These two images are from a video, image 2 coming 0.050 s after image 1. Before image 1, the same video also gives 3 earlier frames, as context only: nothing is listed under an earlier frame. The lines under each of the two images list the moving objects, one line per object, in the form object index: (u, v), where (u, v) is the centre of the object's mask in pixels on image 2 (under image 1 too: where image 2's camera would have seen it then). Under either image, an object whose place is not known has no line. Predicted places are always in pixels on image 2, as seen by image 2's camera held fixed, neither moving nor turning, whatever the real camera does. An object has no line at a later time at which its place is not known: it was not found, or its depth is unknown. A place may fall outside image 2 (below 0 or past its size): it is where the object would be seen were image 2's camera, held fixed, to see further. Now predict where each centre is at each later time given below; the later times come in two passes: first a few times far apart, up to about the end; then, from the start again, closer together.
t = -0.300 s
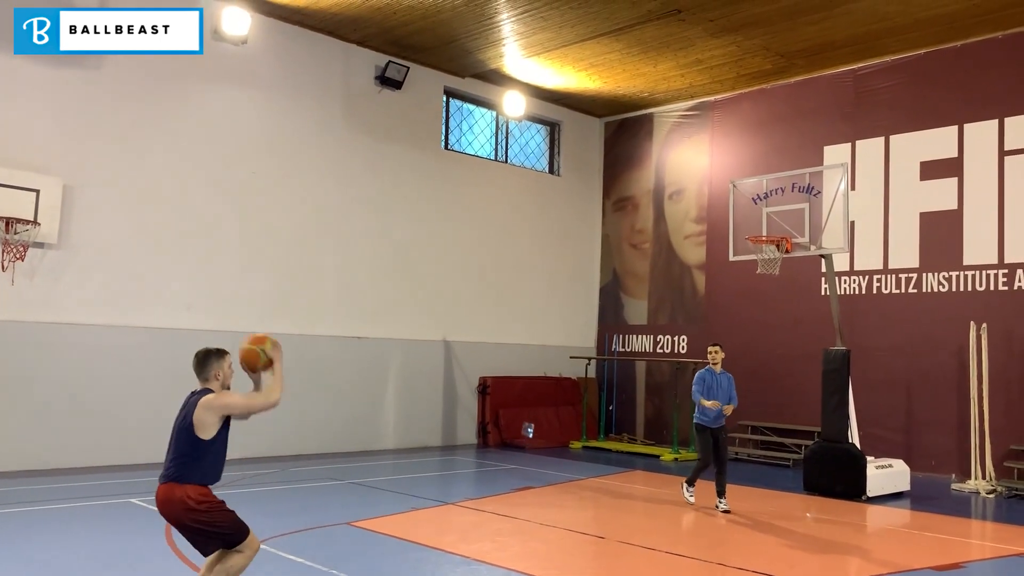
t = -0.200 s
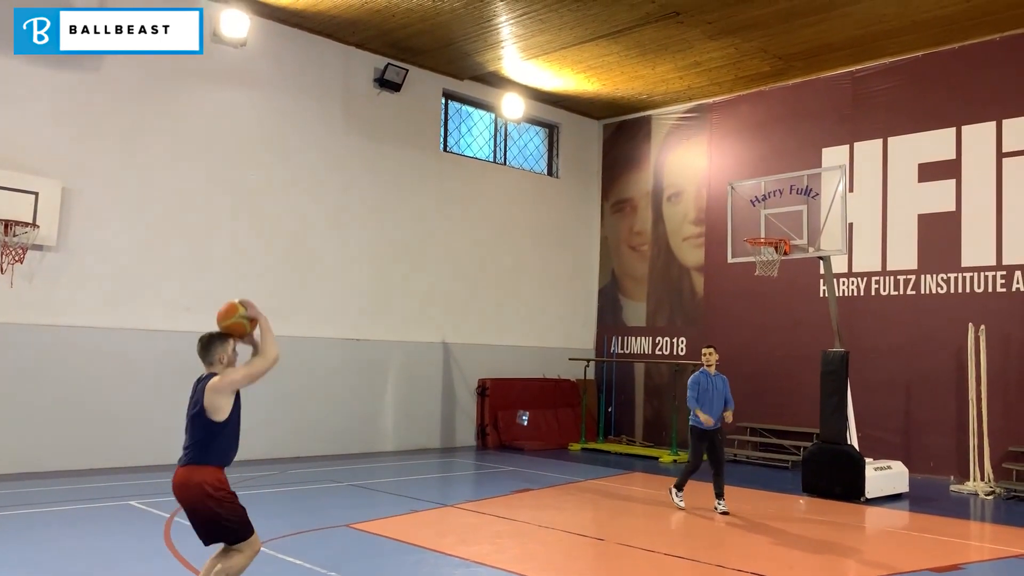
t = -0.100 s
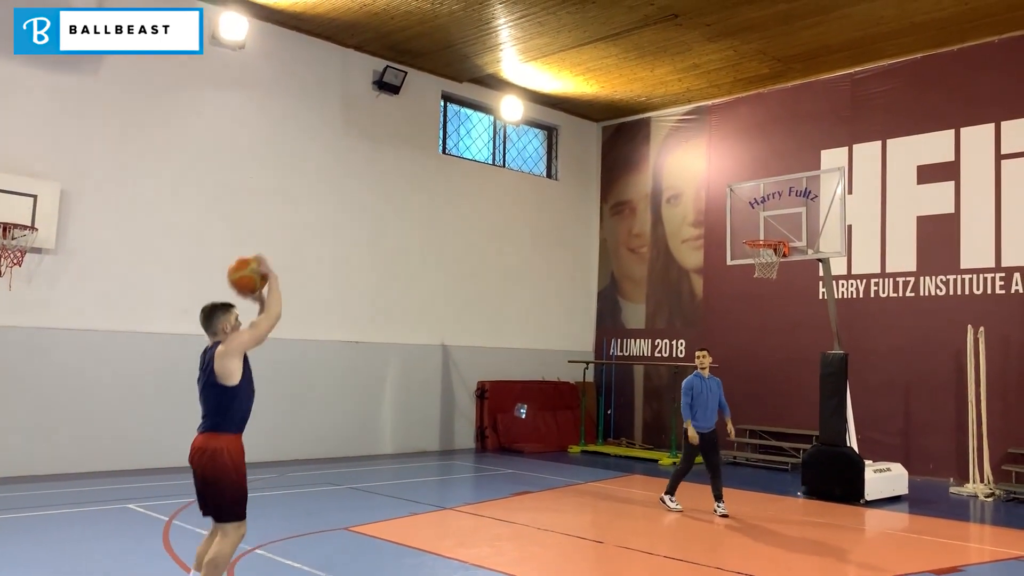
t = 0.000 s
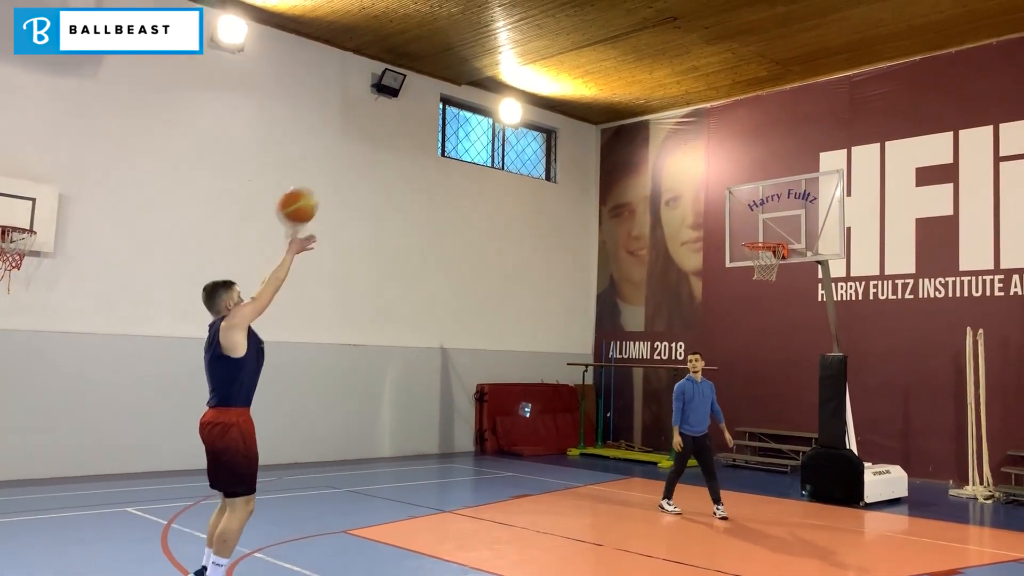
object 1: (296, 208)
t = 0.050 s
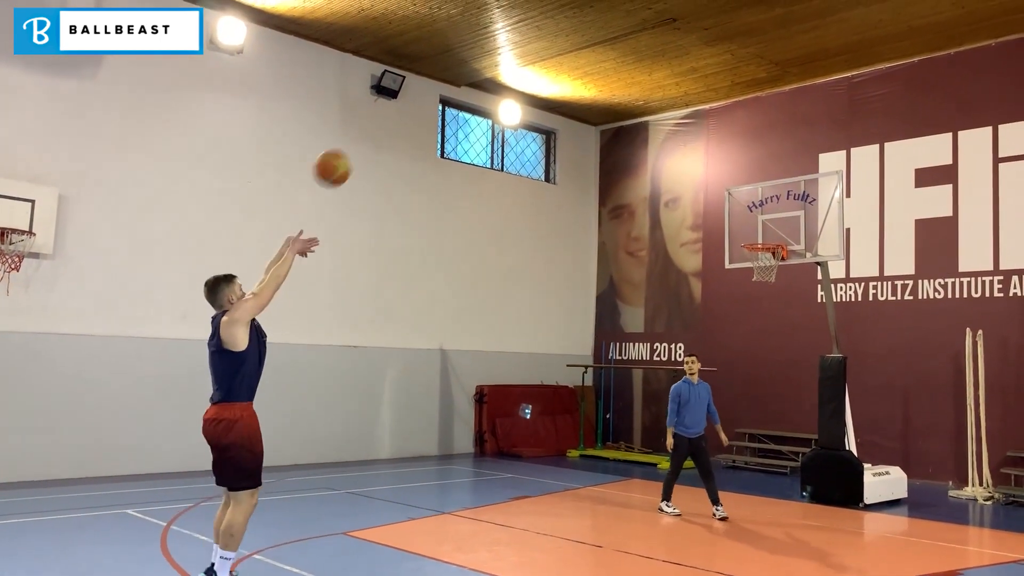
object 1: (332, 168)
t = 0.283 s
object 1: (468, 57)
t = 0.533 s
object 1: (578, 28)
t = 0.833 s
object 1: (673, 78)
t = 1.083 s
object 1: (736, 170)
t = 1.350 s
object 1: (771, 275)
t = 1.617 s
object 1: (758, 349)
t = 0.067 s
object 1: (343, 157)
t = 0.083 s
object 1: (356, 145)
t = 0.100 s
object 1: (366, 134)
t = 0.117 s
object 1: (376, 125)
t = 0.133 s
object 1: (387, 115)
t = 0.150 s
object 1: (396, 107)
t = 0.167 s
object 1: (406, 99)
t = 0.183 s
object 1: (416, 91)
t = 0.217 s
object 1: (435, 77)
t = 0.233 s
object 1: (444, 71)
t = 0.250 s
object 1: (452, 66)
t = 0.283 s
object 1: (468, 57)
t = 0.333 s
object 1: (494, 43)
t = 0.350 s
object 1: (502, 40)
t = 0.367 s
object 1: (509, 37)
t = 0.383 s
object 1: (517, 34)
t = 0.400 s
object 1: (524, 32)
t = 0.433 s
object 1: (539, 29)
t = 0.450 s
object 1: (545, 28)
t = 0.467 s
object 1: (552, 27)
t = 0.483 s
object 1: (559, 27)
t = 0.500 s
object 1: (566, 27)
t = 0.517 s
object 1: (571, 27)
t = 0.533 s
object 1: (578, 28)
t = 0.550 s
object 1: (584, 28)
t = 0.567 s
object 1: (590, 29)
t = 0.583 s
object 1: (596, 30)
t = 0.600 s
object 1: (602, 32)
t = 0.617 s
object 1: (607, 34)
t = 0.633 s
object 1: (613, 36)
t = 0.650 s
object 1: (618, 39)
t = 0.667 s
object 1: (624, 40)
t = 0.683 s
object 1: (630, 42)
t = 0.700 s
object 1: (635, 46)
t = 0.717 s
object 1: (640, 48)
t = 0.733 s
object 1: (645, 53)
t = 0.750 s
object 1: (650, 57)
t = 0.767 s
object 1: (655, 60)
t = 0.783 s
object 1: (660, 64)
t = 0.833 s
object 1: (673, 78)
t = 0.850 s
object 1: (678, 83)
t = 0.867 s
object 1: (682, 88)
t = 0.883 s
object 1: (687, 93)
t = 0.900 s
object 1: (691, 99)
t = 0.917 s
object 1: (695, 103)
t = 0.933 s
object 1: (700, 110)
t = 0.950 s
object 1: (704, 116)
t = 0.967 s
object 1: (708, 121)
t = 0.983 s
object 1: (712, 128)
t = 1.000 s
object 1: (716, 135)
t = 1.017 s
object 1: (720, 141)
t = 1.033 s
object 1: (724, 148)
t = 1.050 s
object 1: (728, 156)
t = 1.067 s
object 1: (732, 162)
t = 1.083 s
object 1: (736, 170)
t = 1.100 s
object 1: (740, 177)
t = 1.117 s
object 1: (743, 185)
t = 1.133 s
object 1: (747, 193)
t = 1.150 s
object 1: (751, 201)
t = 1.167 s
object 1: (754, 208)
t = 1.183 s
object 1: (758, 217)
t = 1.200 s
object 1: (762, 226)
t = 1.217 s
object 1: (765, 234)
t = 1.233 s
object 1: (768, 239)
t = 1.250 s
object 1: (770, 252)
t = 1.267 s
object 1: (774, 258)
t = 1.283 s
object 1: (776, 259)
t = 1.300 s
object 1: (773, 266)
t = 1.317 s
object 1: (773, 270)
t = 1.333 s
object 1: (771, 272)
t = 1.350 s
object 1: (771, 275)
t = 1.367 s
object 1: (770, 276)
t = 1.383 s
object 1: (770, 281)
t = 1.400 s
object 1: (769, 284)
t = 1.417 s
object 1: (768, 288)
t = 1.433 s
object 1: (767, 292)
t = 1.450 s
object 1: (766, 296)
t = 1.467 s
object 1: (766, 300)
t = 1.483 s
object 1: (765, 305)
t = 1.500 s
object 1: (764, 309)
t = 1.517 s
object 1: (763, 314)
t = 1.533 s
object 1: (762, 319)
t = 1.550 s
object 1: (761, 325)
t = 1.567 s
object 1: (761, 330)
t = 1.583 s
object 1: (760, 336)
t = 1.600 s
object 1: (759, 342)
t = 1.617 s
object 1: (758, 349)
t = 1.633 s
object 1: (758, 355)
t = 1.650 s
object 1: (757, 362)
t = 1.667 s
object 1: (756, 369)
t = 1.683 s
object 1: (756, 376)
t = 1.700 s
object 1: (755, 384)
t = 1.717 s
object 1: (754, 391)
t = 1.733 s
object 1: (753, 399)
